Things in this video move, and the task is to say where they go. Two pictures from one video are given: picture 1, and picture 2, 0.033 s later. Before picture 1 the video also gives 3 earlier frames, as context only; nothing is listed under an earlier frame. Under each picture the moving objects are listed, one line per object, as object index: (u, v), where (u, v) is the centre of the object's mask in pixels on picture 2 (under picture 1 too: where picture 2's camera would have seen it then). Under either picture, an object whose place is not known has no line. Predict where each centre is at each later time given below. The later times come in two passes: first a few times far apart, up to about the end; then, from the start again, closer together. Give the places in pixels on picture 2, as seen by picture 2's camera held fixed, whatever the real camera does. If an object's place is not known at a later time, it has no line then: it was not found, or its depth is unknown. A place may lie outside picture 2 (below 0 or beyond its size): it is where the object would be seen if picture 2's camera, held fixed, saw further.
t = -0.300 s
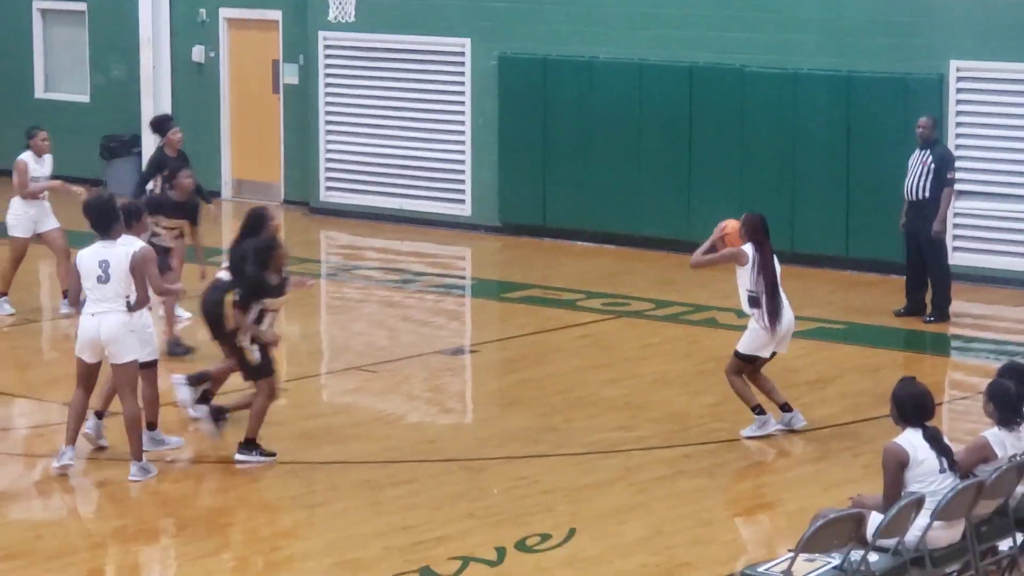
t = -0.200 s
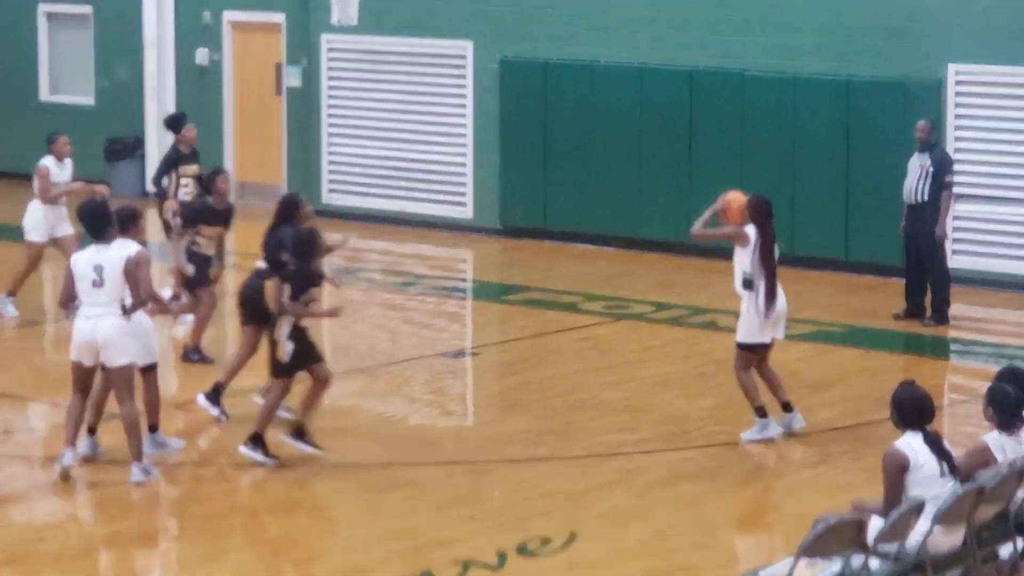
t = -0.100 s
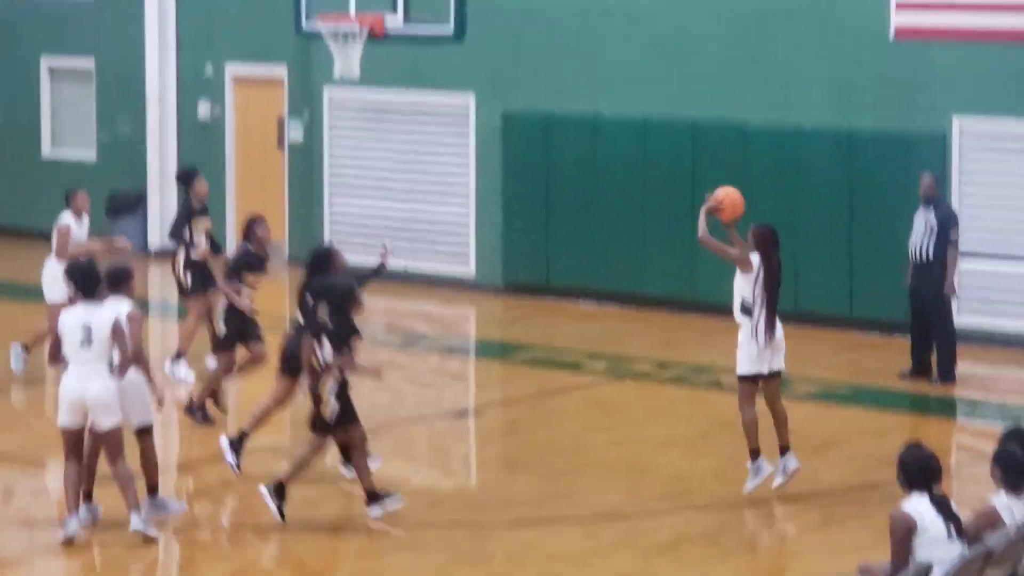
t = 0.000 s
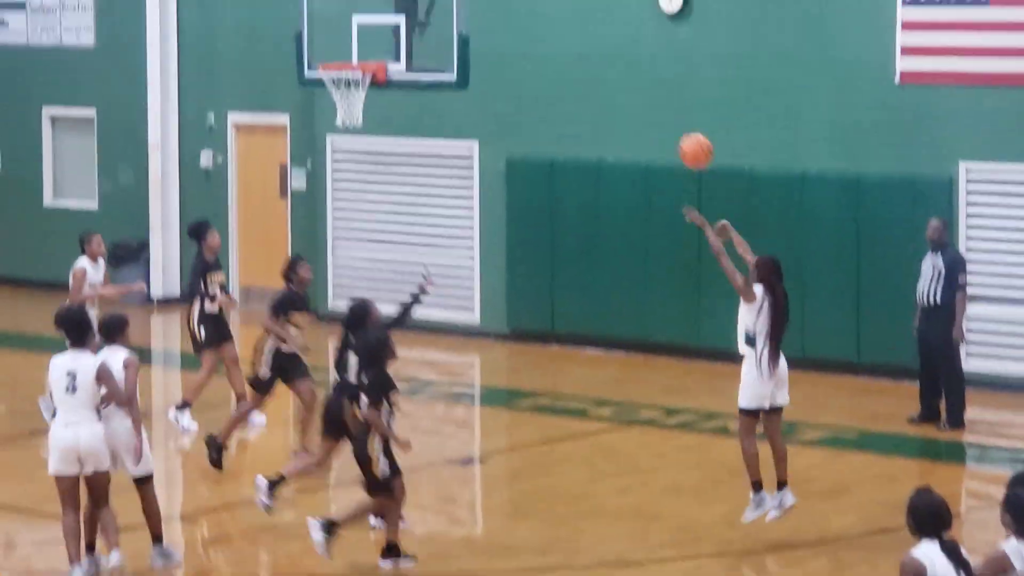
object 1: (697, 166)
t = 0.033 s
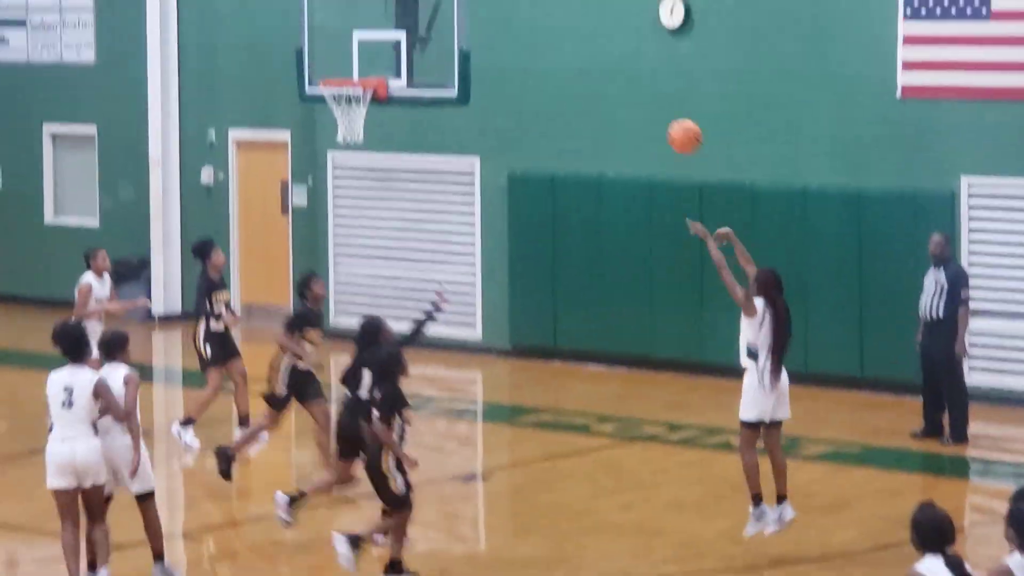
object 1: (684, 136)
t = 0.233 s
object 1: (611, -5)
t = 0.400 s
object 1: (556, -64)
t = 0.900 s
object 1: (409, -55)
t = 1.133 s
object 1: (352, 49)
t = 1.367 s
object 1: (333, 104)
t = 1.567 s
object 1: (343, 116)
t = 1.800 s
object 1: (363, 183)
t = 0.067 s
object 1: (672, 107)
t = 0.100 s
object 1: (660, 81)
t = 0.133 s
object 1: (647, 57)
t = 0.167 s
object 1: (634, 35)
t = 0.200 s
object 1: (623, 13)
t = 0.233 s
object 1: (611, -5)
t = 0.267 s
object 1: (599, -23)
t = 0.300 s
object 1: (588, -39)
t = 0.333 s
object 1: (577, -53)
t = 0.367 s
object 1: (566, -60)
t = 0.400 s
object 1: (556, -64)
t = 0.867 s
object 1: (417, -59)
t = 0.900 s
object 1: (409, -55)
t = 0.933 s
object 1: (401, -48)
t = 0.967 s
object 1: (392, -35)
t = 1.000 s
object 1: (384, -20)
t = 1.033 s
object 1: (375, -4)
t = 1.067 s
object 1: (368, 12)
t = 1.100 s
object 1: (361, 29)
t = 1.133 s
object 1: (352, 49)
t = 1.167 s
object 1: (345, 68)
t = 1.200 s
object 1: (340, 82)
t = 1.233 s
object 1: (335, 97)
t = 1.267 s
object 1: (332, 106)
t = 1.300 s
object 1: (329, 105)
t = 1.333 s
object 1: (332, 105)
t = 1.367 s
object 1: (333, 104)
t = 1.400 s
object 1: (336, 104)
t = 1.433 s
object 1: (337, 104)
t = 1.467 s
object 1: (338, 106)
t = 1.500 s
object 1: (340, 108)
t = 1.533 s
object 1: (341, 111)
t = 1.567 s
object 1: (343, 116)
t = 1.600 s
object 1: (345, 122)
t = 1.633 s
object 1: (348, 130)
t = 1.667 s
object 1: (352, 138)
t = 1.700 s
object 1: (355, 147)
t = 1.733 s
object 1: (358, 158)
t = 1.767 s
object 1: (361, 170)
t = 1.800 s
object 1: (363, 183)
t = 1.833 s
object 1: (366, 199)
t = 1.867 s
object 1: (367, 215)
